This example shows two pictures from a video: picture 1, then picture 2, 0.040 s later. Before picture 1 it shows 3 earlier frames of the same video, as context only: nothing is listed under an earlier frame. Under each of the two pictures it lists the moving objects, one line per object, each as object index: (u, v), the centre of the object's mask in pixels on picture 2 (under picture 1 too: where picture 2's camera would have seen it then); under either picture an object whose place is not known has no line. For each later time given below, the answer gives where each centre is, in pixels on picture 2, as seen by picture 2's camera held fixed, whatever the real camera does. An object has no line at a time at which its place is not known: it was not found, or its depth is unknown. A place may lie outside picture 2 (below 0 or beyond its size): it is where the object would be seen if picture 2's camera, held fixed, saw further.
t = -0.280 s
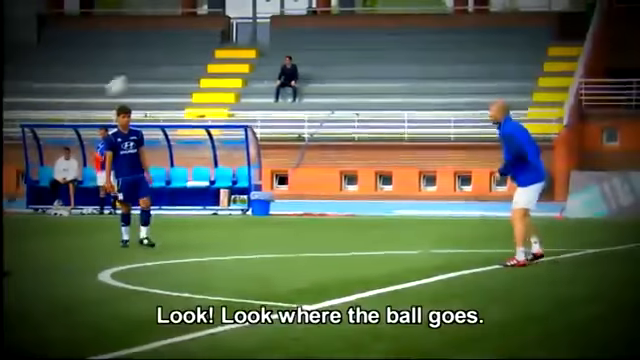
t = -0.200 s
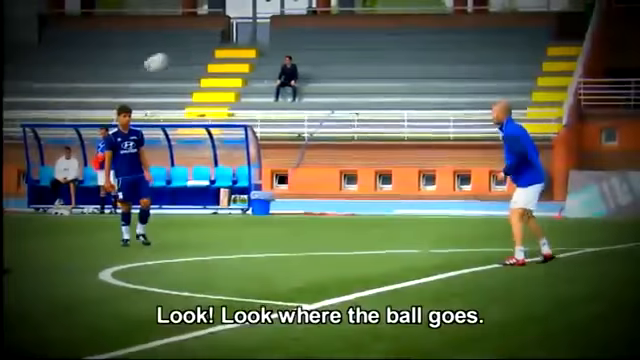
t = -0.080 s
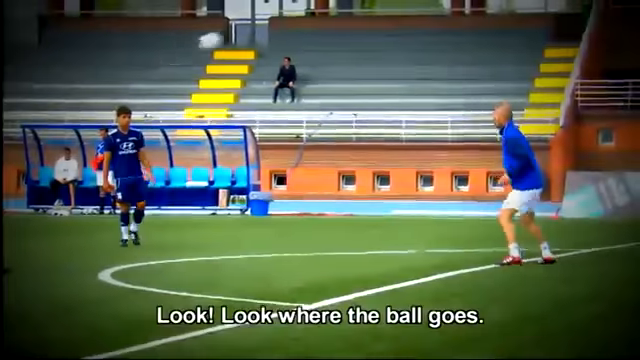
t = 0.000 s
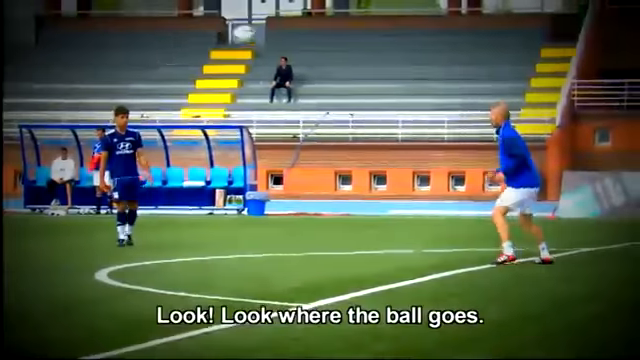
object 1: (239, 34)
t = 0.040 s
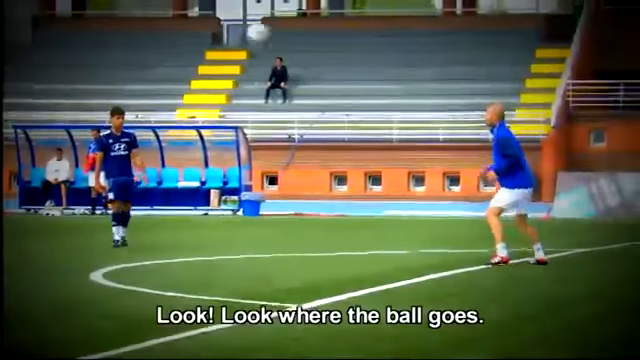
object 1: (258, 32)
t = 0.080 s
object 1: (276, 32)
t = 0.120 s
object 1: (295, 34)
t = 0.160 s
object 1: (314, 36)
